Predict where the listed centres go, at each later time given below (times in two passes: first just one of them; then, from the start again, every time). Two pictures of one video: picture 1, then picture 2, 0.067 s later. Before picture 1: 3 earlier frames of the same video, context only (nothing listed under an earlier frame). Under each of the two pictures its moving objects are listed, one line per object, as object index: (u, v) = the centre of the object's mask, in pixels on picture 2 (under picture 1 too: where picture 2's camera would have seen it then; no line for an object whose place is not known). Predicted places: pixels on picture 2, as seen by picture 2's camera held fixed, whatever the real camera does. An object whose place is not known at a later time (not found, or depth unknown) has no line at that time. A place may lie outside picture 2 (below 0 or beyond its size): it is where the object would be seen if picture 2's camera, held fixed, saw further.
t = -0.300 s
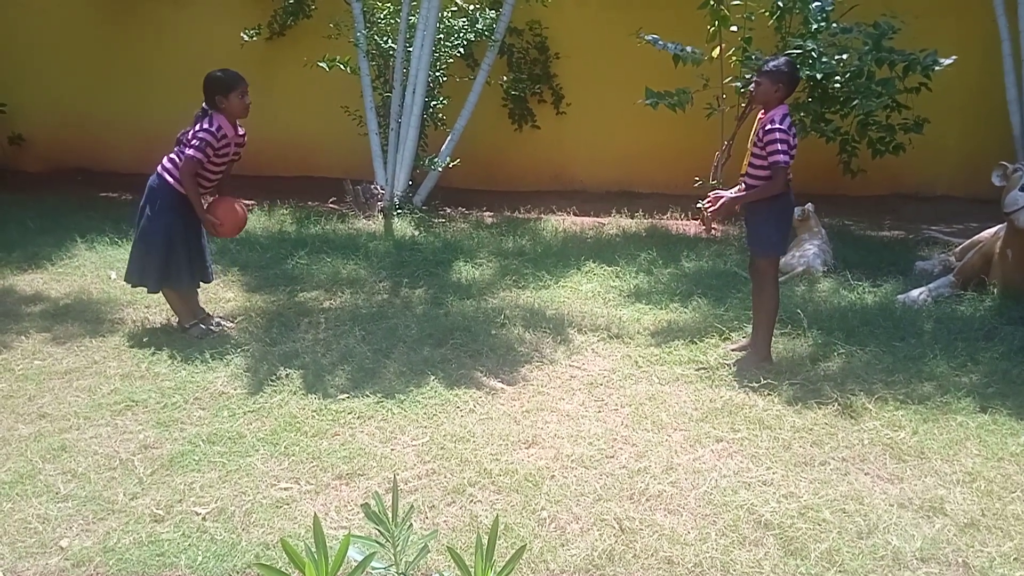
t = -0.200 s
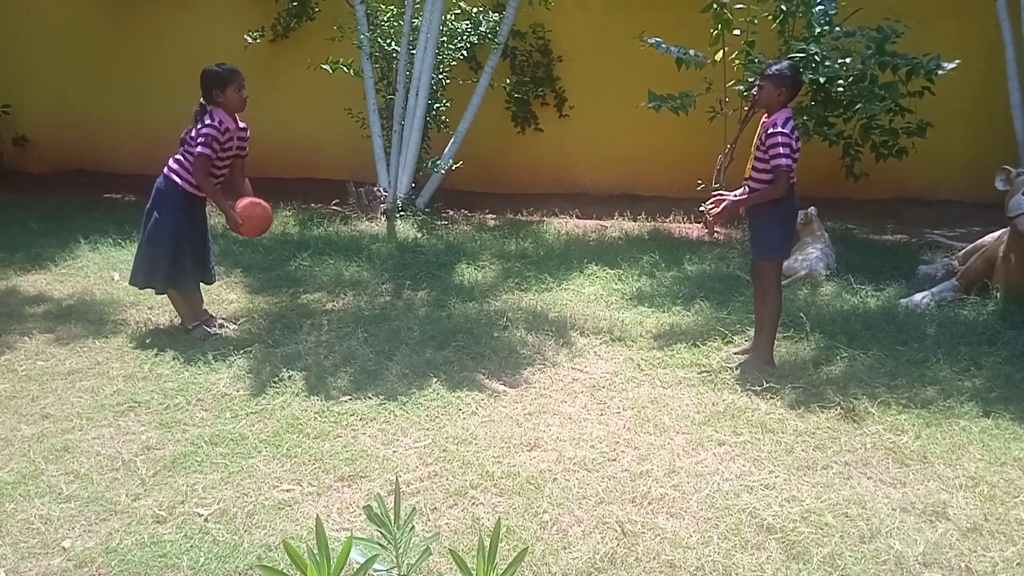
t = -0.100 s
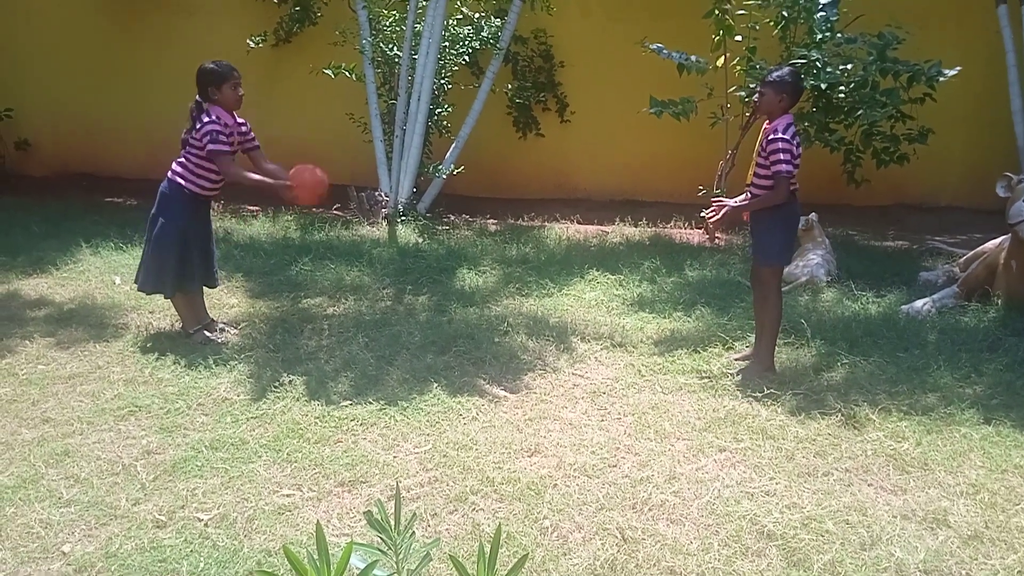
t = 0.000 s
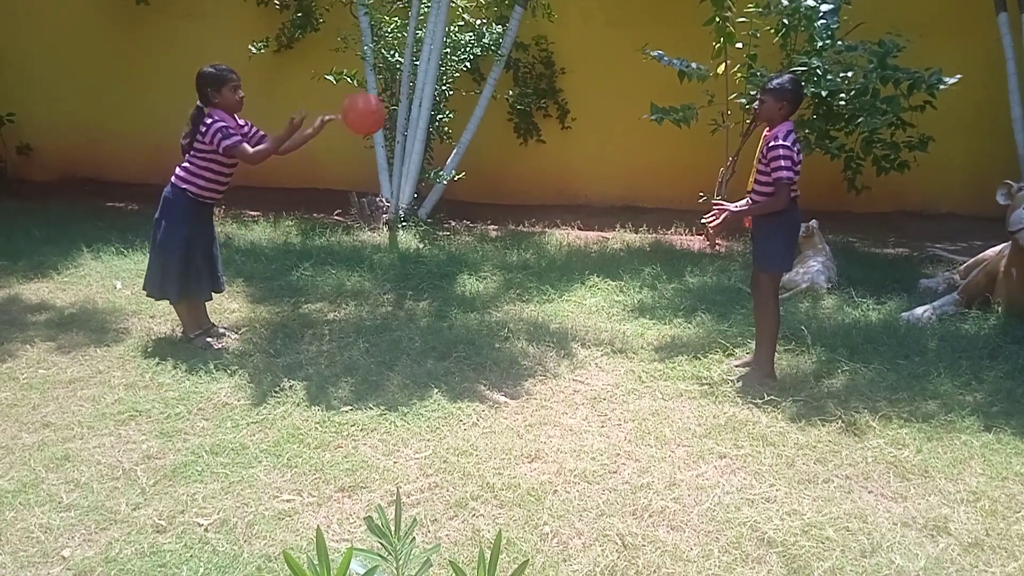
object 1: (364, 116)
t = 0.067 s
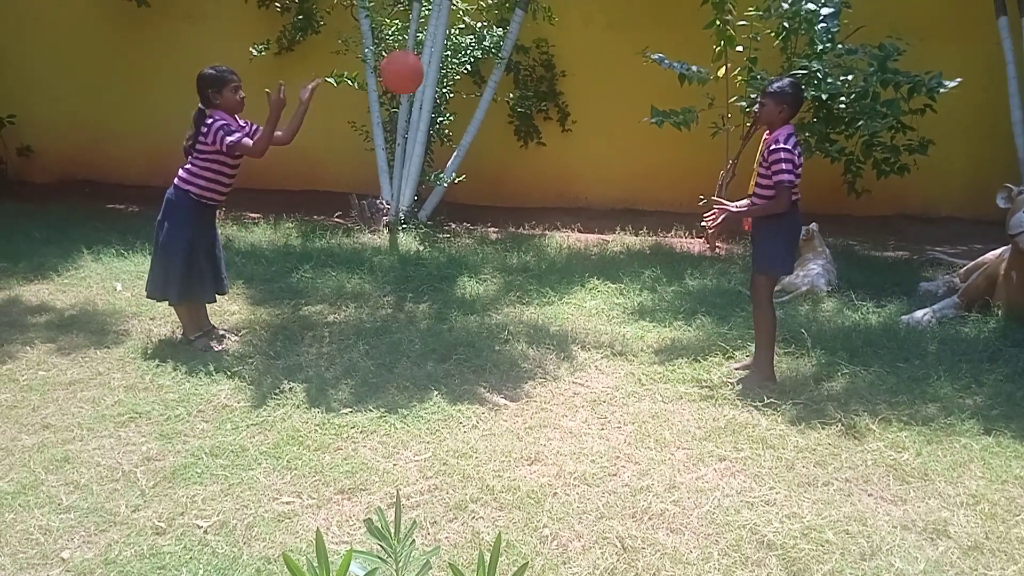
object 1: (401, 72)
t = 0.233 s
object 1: (498, 11)
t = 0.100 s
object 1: (421, 54)
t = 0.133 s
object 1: (440, 37)
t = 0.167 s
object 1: (460, 23)
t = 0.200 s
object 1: (480, 15)
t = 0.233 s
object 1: (498, 11)
